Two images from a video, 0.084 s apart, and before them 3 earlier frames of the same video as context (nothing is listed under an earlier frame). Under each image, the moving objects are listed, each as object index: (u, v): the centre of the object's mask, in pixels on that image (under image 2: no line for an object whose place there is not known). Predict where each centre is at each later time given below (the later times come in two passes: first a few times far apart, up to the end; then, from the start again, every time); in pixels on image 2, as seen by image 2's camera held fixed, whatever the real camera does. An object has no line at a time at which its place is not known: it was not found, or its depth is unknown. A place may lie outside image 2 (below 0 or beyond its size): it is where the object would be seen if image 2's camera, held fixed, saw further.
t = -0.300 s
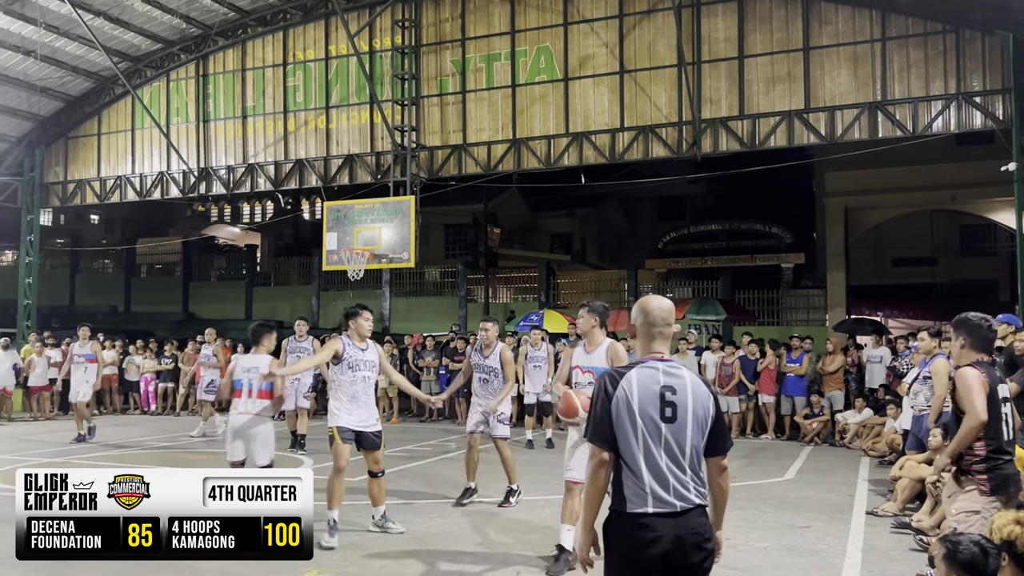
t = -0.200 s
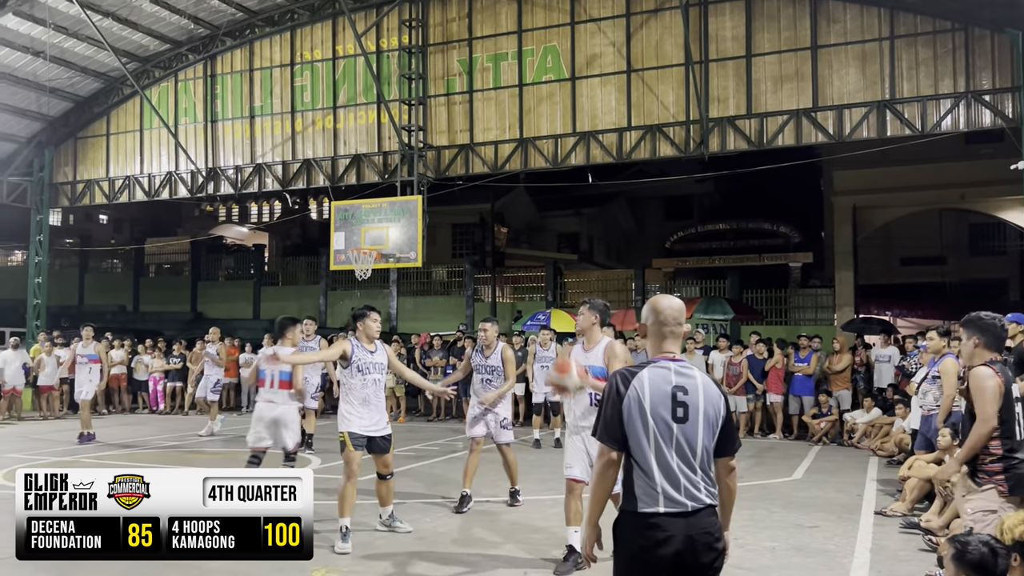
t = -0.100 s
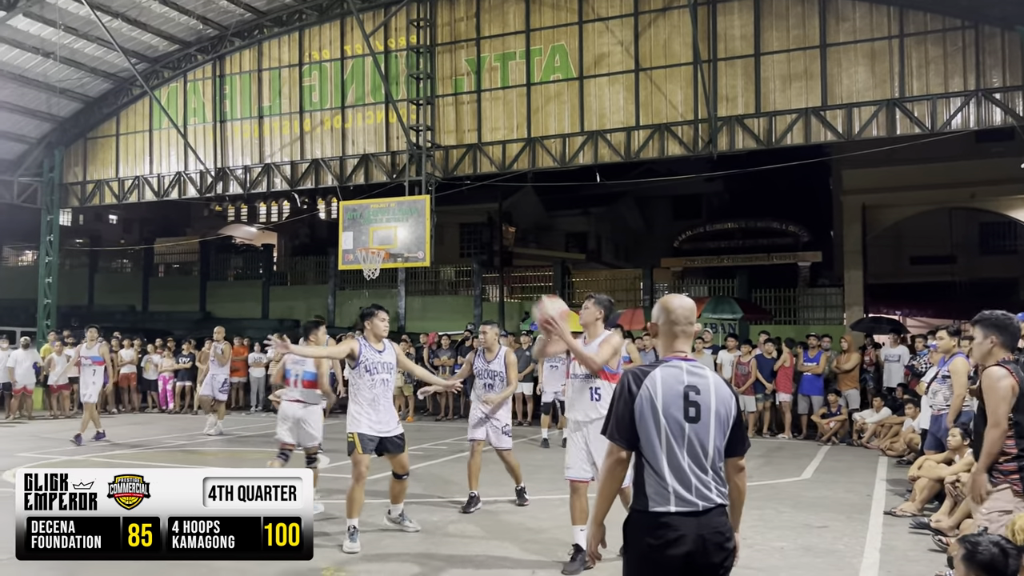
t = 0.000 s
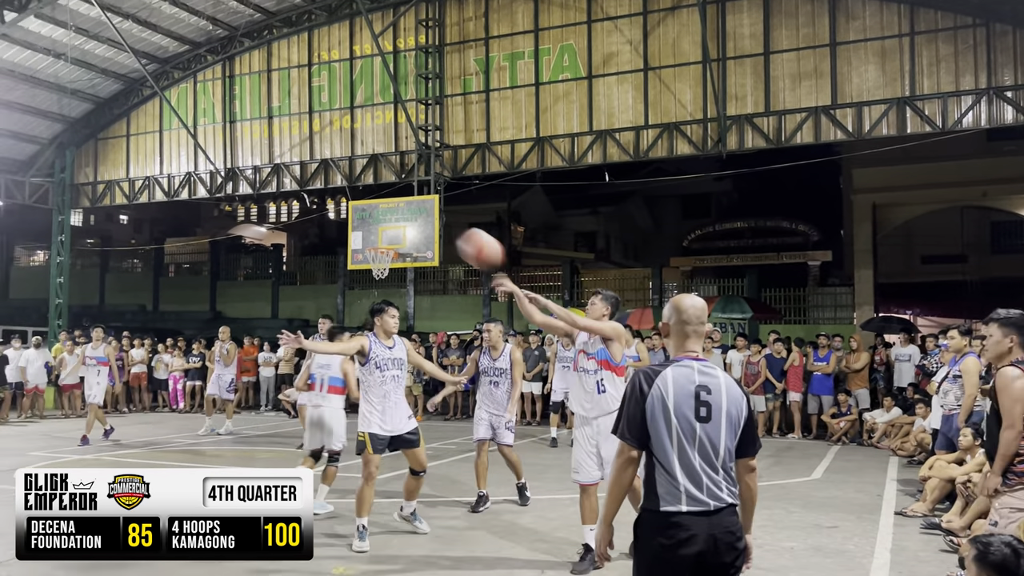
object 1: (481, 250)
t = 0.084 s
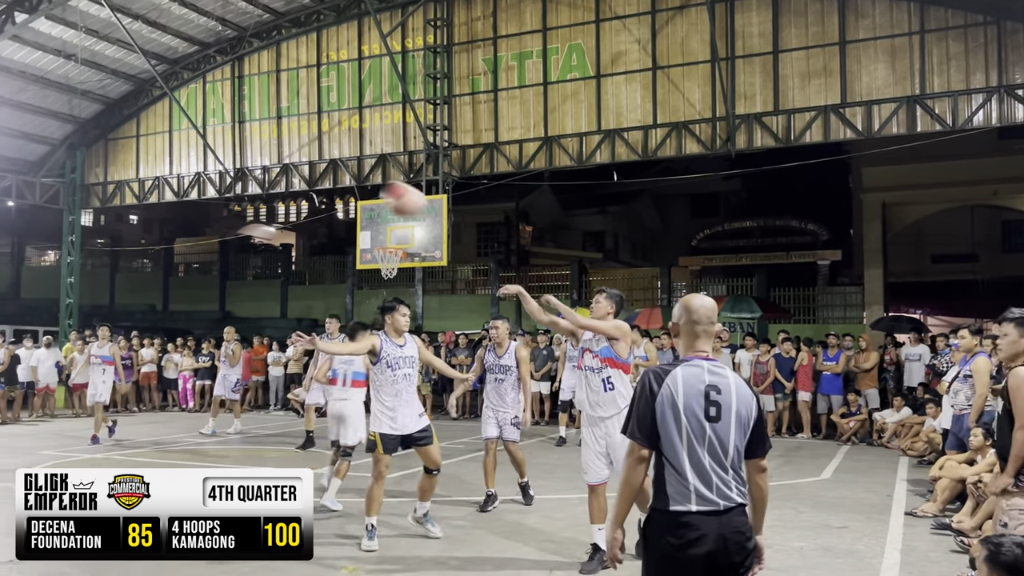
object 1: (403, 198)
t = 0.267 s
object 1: (232, 133)
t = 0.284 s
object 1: (216, 129)
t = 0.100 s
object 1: (387, 191)
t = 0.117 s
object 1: (372, 184)
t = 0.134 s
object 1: (356, 178)
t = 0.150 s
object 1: (340, 171)
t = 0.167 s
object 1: (325, 164)
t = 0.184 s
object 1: (309, 157)
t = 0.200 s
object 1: (292, 151)
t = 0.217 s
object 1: (278, 146)
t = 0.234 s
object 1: (260, 141)
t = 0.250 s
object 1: (245, 136)
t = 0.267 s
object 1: (232, 133)
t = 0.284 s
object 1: (216, 129)
